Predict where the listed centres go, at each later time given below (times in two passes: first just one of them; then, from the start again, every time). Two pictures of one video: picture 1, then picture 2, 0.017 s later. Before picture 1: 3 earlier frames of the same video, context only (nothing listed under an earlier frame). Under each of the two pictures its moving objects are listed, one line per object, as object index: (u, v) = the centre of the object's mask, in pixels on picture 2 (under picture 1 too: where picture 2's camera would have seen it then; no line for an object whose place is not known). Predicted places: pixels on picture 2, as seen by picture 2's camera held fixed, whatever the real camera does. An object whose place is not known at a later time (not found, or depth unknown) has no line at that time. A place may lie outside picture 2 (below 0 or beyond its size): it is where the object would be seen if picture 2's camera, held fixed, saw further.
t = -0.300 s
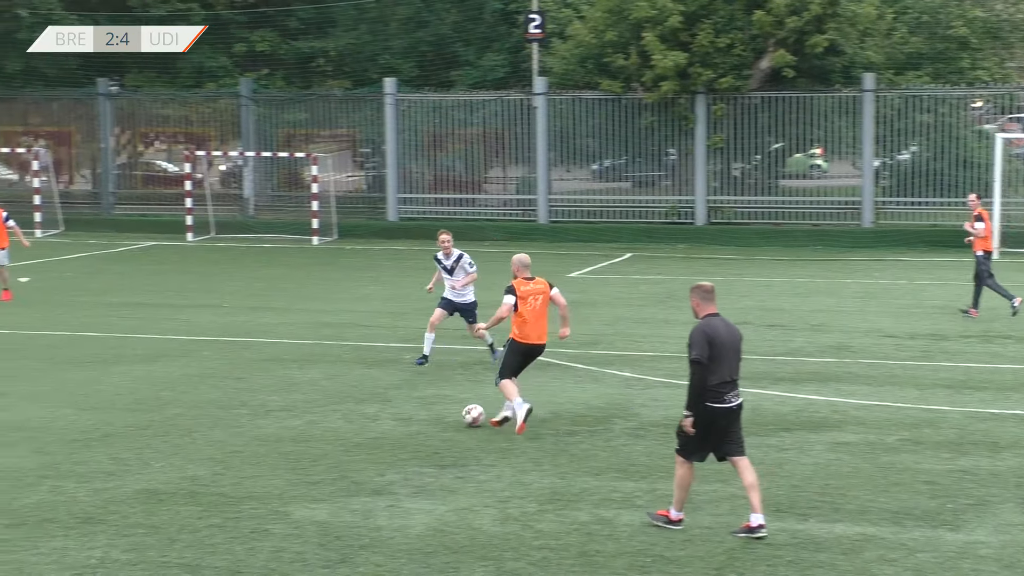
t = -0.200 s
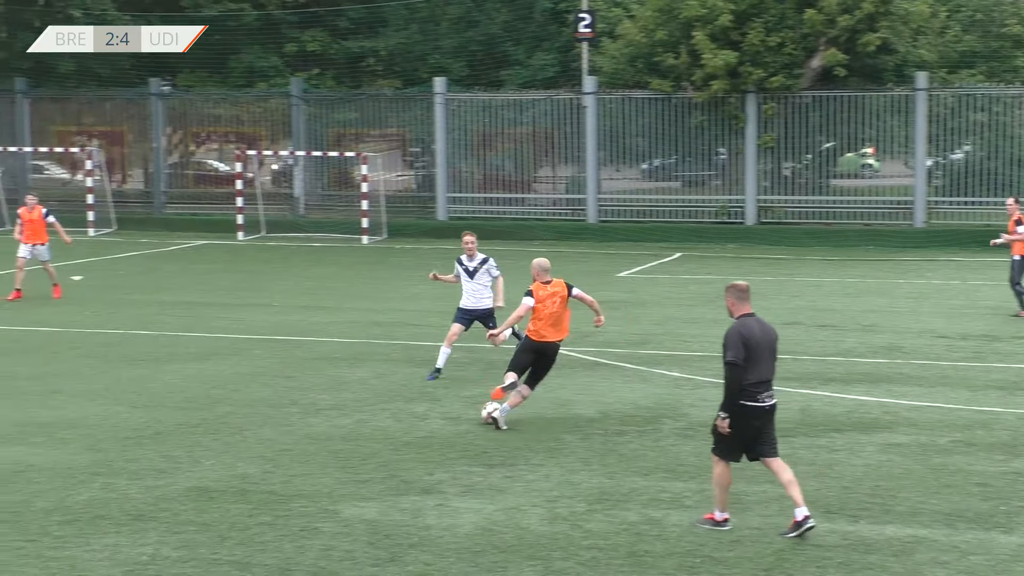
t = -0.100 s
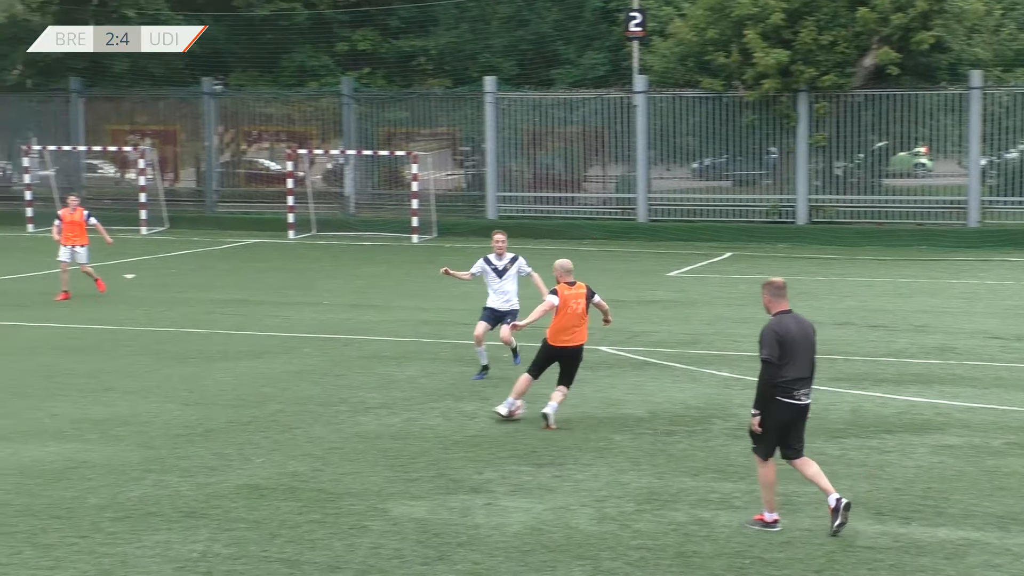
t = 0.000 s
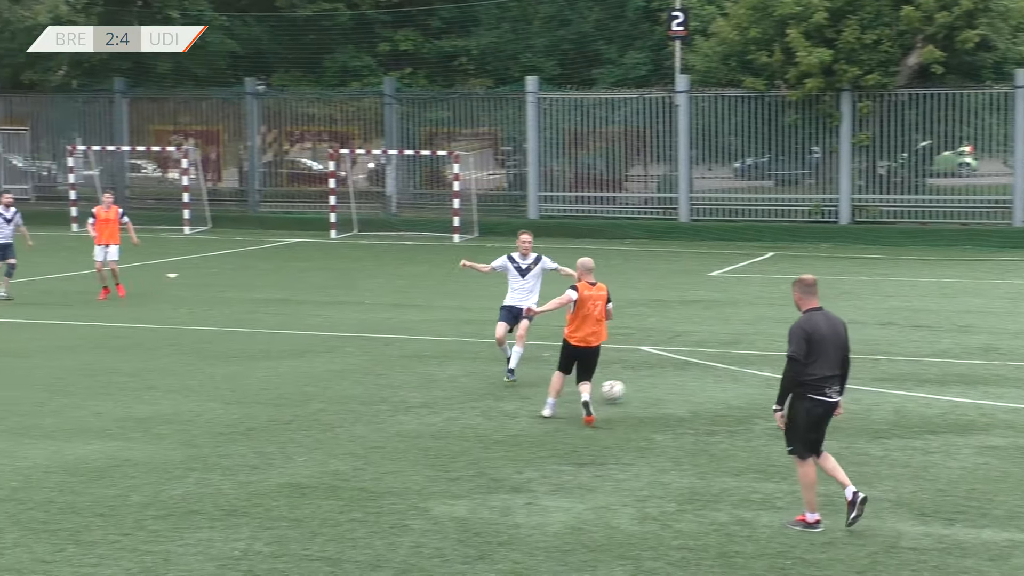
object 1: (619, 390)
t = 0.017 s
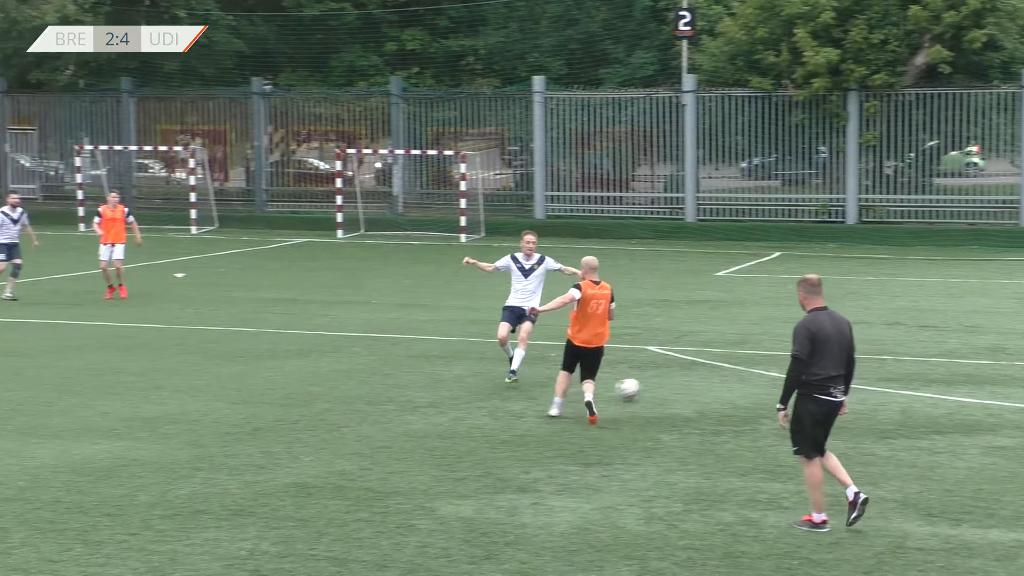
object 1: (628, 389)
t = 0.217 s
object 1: (722, 367)
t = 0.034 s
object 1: (637, 388)
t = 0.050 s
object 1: (646, 386)
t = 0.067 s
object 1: (654, 384)
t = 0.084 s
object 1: (663, 382)
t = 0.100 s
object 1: (670, 379)
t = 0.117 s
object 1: (678, 377)
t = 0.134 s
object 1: (685, 374)
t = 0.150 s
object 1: (693, 373)
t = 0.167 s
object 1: (701, 372)
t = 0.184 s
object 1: (708, 370)
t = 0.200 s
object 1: (715, 368)
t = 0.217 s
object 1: (722, 367)
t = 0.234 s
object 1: (729, 367)
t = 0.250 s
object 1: (735, 364)
